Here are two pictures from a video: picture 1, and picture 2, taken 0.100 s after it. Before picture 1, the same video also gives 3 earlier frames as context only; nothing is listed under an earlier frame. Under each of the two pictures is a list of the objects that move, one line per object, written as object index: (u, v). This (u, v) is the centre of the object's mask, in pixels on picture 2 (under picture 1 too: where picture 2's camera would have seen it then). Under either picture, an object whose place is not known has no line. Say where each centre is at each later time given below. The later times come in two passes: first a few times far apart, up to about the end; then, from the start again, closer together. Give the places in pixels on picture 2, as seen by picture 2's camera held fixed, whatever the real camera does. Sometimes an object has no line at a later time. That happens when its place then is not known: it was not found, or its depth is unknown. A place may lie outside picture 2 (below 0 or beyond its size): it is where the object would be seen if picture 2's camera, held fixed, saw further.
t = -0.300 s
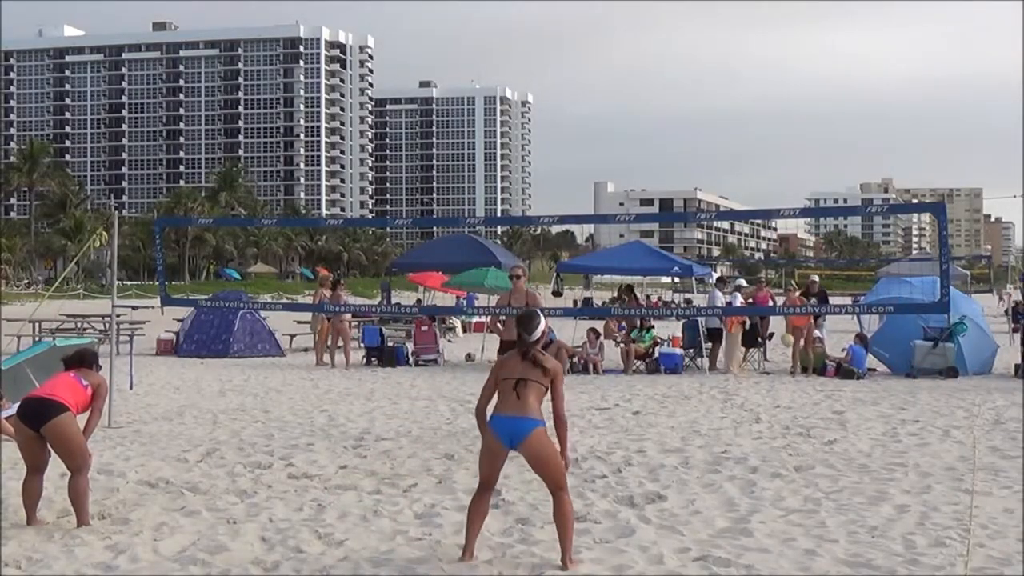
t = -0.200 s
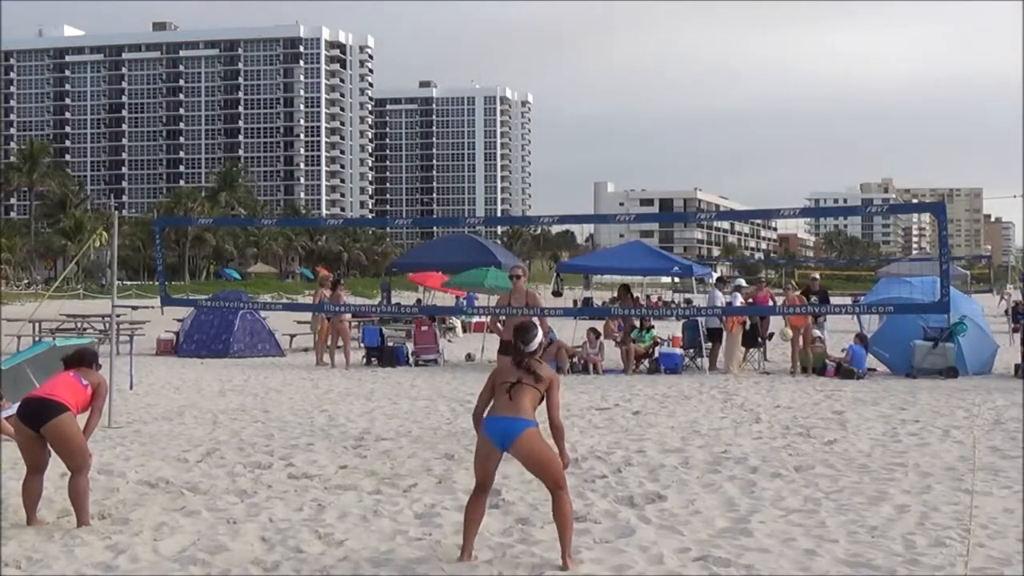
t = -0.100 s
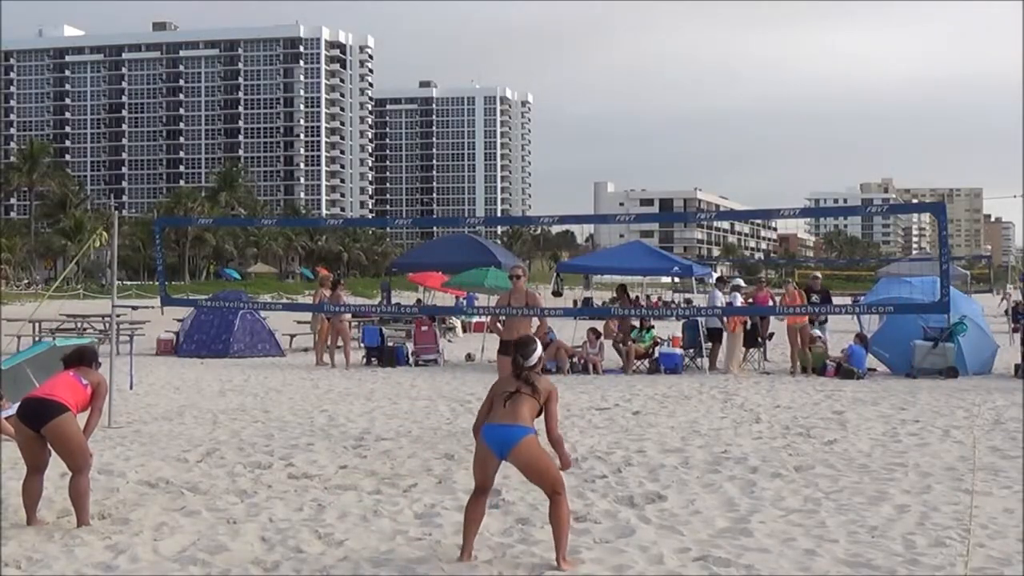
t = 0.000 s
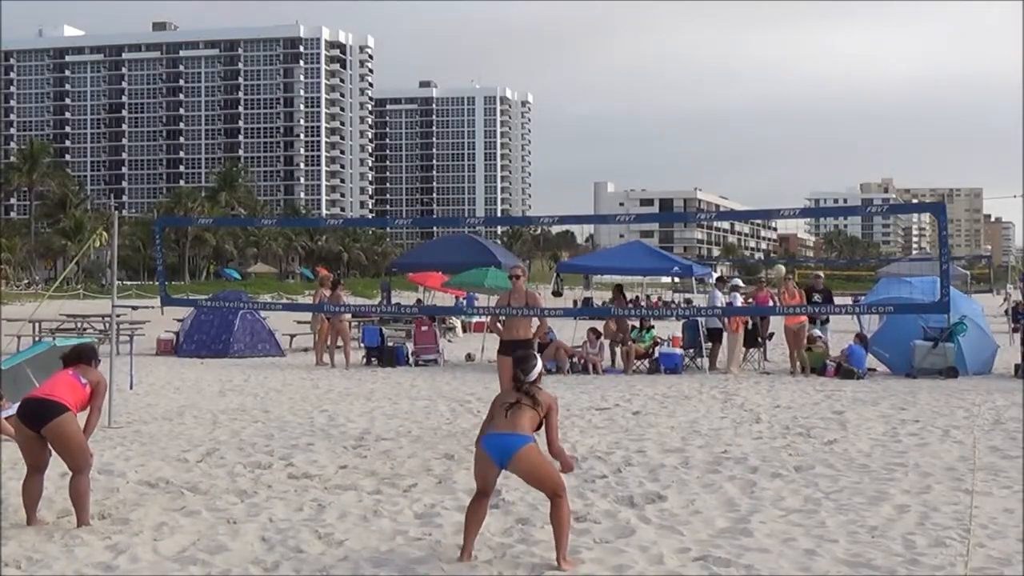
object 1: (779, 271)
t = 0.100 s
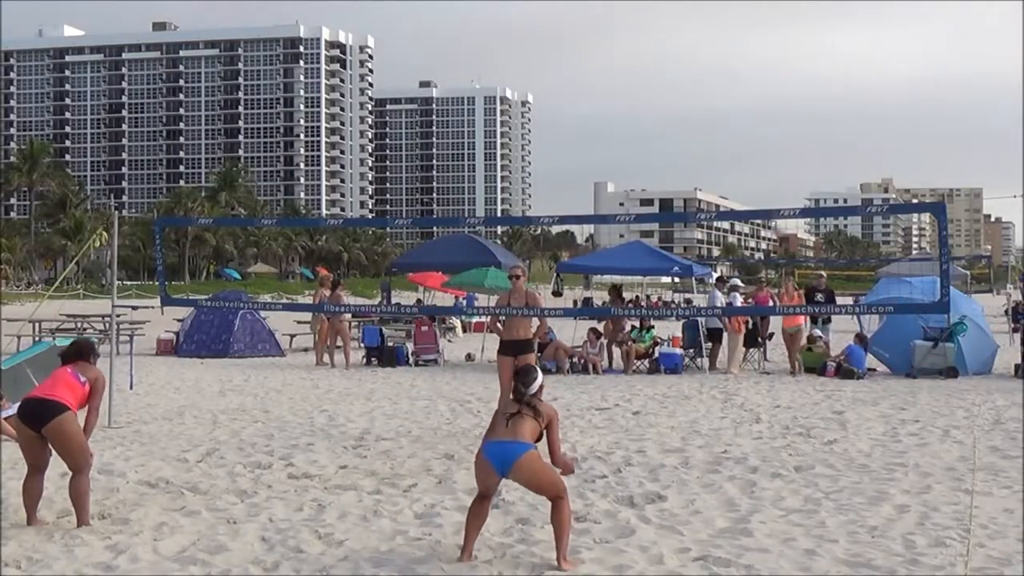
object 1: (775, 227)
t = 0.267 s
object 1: (777, 175)
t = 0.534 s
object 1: (775, 122)
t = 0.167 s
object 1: (776, 204)
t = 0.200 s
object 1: (777, 195)
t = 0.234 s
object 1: (777, 185)
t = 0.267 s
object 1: (777, 175)
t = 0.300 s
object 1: (777, 166)
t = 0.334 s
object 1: (776, 158)
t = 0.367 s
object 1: (776, 150)
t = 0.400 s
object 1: (776, 143)
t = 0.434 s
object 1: (775, 137)
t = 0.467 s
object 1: (776, 131)
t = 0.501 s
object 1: (775, 126)
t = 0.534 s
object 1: (775, 122)
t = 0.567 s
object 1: (774, 118)
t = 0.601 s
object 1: (774, 116)
